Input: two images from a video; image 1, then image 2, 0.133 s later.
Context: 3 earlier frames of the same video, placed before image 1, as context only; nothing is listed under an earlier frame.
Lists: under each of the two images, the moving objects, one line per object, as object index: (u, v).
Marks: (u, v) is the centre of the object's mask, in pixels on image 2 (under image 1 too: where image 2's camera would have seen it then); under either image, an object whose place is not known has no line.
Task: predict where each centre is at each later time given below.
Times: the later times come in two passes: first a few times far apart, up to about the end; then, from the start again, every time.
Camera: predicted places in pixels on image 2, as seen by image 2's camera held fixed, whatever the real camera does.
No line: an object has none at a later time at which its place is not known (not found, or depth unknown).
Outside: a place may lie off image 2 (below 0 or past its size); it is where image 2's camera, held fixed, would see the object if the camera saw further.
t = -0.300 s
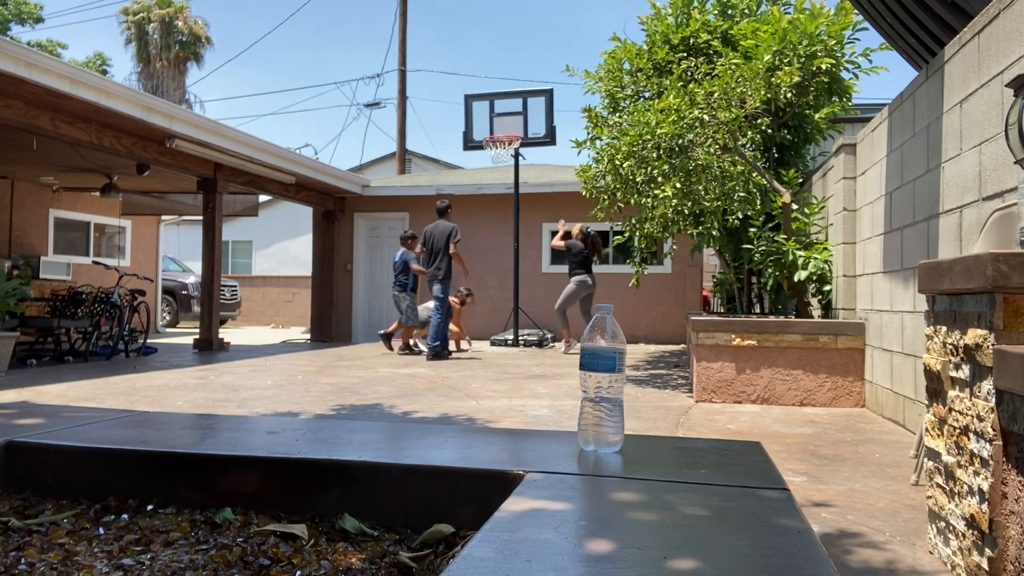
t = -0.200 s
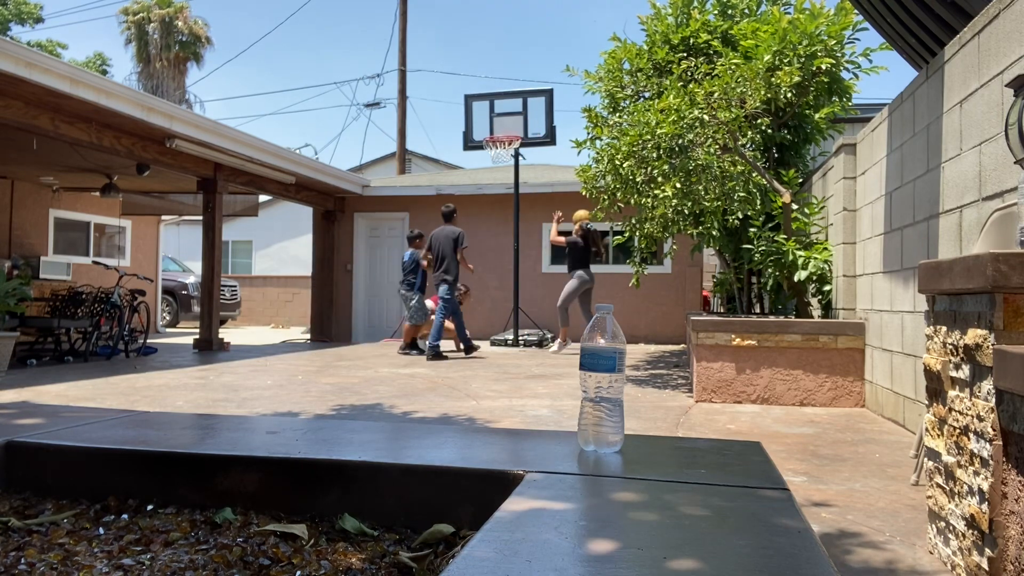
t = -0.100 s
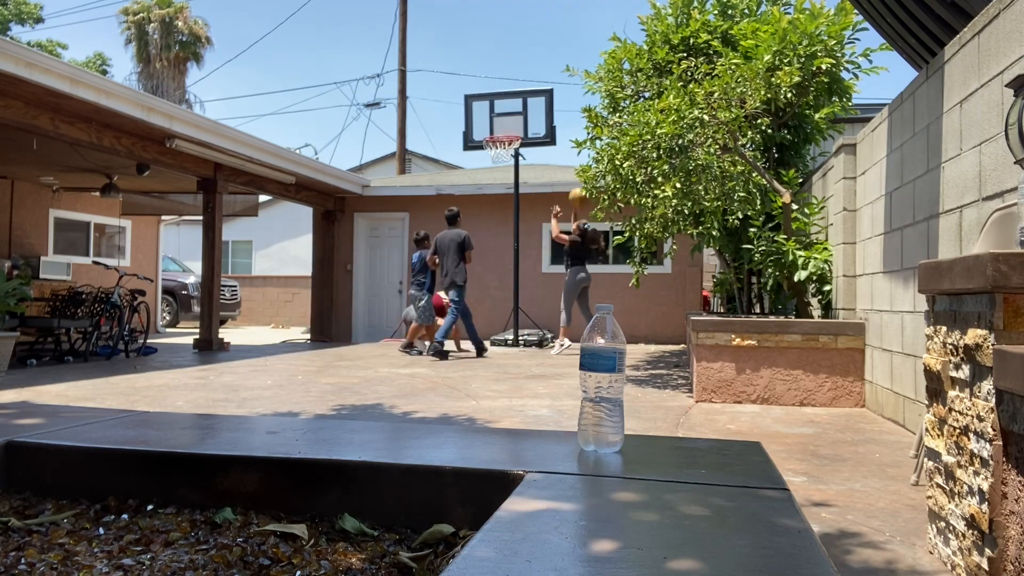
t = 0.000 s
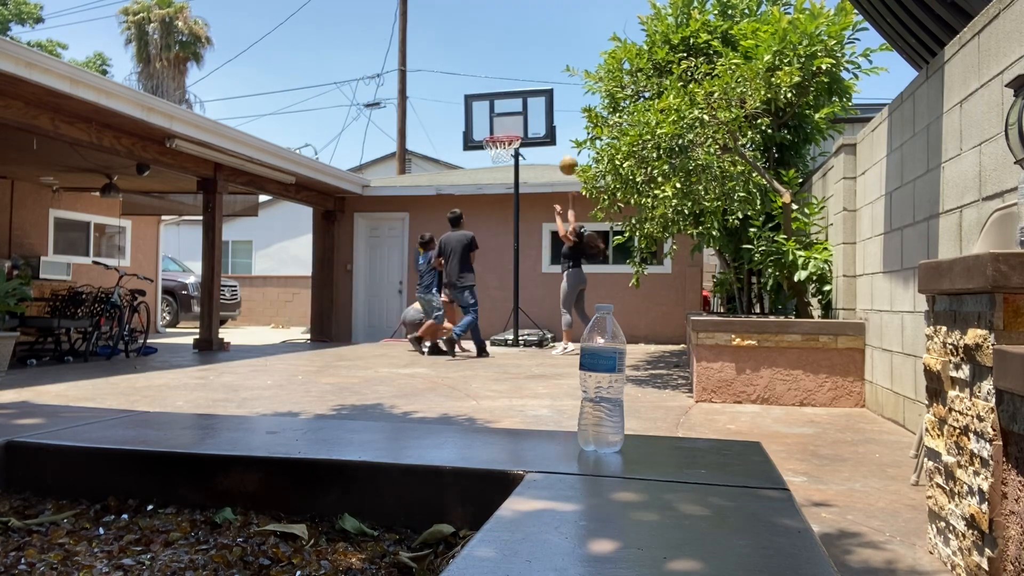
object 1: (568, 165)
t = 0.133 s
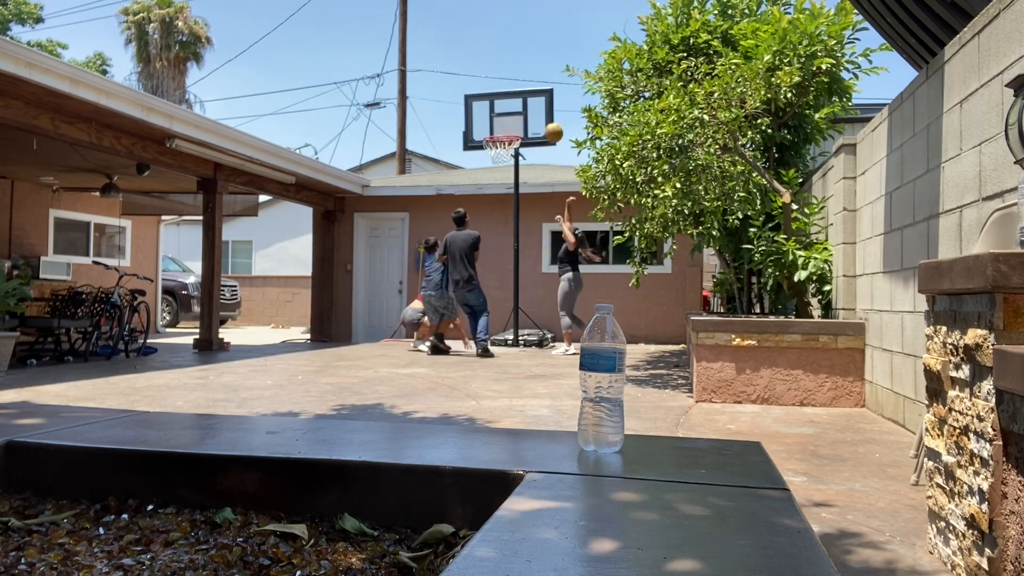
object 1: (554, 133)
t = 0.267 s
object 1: (539, 115)
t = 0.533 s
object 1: (508, 120)
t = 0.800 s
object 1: (489, 128)
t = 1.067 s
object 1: (479, 130)
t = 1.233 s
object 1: (471, 155)
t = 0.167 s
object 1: (550, 127)
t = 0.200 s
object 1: (546, 122)
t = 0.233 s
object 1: (543, 118)
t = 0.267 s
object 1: (539, 115)
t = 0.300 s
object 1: (535, 112)
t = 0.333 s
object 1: (531, 111)
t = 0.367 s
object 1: (527, 111)
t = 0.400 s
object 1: (524, 111)
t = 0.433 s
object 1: (520, 112)
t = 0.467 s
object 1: (516, 114)
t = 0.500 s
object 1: (512, 117)
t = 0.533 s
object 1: (508, 120)
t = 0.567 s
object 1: (505, 124)
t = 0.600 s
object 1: (501, 128)
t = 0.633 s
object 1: (499, 129)
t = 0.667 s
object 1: (497, 128)
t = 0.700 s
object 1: (495, 127)
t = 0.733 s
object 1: (493, 127)
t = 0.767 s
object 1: (491, 127)
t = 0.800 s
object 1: (489, 128)
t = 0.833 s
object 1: (488, 127)
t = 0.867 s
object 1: (488, 126)
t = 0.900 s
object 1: (486, 126)
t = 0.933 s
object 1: (485, 124)
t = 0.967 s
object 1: (484, 125)
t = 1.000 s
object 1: (482, 125)
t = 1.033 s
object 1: (481, 127)
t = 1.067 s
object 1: (479, 130)
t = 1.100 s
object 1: (477, 133)
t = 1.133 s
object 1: (475, 137)
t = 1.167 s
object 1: (474, 142)
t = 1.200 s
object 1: (473, 148)
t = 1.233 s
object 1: (471, 155)
